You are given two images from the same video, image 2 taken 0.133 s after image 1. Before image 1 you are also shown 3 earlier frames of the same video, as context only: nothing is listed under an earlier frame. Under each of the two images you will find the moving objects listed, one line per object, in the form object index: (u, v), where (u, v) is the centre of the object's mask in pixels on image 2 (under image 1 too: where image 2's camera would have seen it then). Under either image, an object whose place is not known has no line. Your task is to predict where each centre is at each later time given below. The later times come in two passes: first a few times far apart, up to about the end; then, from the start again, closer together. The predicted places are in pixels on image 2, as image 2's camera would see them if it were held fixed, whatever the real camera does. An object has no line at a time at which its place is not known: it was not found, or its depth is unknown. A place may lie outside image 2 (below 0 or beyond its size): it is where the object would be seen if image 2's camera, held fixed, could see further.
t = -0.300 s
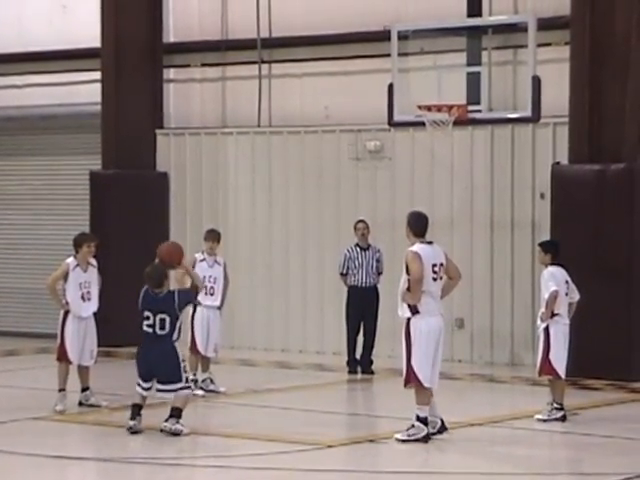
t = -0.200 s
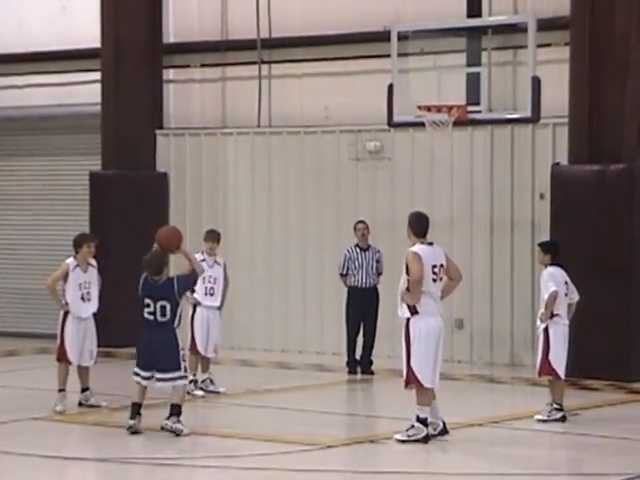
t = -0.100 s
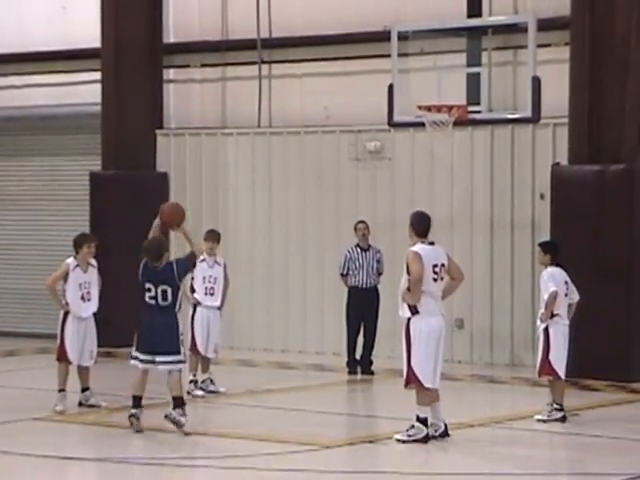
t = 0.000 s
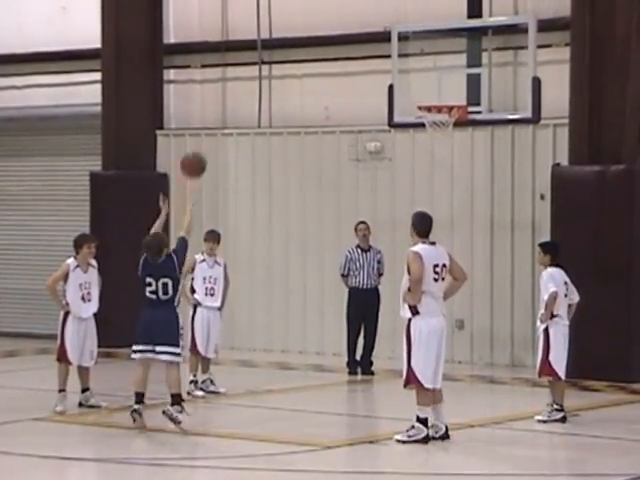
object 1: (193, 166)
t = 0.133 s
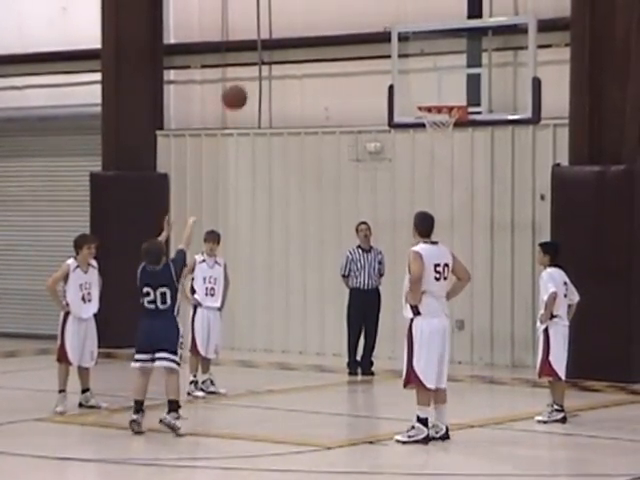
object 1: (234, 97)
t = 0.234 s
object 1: (264, 61)
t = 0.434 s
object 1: (318, 22)
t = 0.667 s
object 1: (375, 29)
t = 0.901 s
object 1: (426, 87)
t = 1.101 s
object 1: (451, 128)
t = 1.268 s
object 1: (459, 158)
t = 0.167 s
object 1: (244, 84)
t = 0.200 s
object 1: (253, 72)
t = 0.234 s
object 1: (264, 61)
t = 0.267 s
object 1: (272, 51)
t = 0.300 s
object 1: (282, 43)
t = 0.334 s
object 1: (291, 36)
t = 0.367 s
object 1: (300, 31)
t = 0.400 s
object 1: (309, 26)
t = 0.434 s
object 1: (318, 22)
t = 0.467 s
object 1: (326, 19)
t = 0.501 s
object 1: (334, 19)
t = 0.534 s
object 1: (343, 18)
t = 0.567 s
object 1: (351, 20)
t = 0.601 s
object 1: (359, 22)
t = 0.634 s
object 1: (367, 24)
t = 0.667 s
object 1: (375, 29)
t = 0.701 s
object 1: (382, 35)
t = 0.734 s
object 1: (390, 40)
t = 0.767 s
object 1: (397, 48)
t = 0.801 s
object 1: (405, 56)
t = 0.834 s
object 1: (412, 66)
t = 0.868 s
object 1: (419, 76)
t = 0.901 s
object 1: (426, 87)
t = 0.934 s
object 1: (433, 100)
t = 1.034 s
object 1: (448, 126)
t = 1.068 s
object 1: (450, 126)
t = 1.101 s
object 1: (451, 128)
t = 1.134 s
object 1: (453, 133)
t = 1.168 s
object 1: (454, 137)
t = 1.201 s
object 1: (456, 144)
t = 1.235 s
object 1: (457, 151)
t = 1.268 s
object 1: (459, 158)
